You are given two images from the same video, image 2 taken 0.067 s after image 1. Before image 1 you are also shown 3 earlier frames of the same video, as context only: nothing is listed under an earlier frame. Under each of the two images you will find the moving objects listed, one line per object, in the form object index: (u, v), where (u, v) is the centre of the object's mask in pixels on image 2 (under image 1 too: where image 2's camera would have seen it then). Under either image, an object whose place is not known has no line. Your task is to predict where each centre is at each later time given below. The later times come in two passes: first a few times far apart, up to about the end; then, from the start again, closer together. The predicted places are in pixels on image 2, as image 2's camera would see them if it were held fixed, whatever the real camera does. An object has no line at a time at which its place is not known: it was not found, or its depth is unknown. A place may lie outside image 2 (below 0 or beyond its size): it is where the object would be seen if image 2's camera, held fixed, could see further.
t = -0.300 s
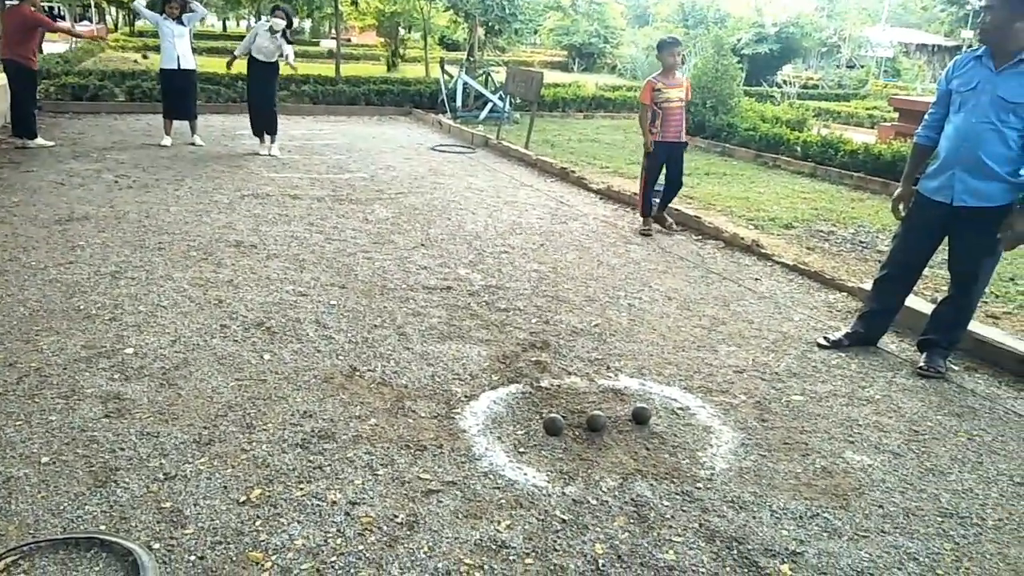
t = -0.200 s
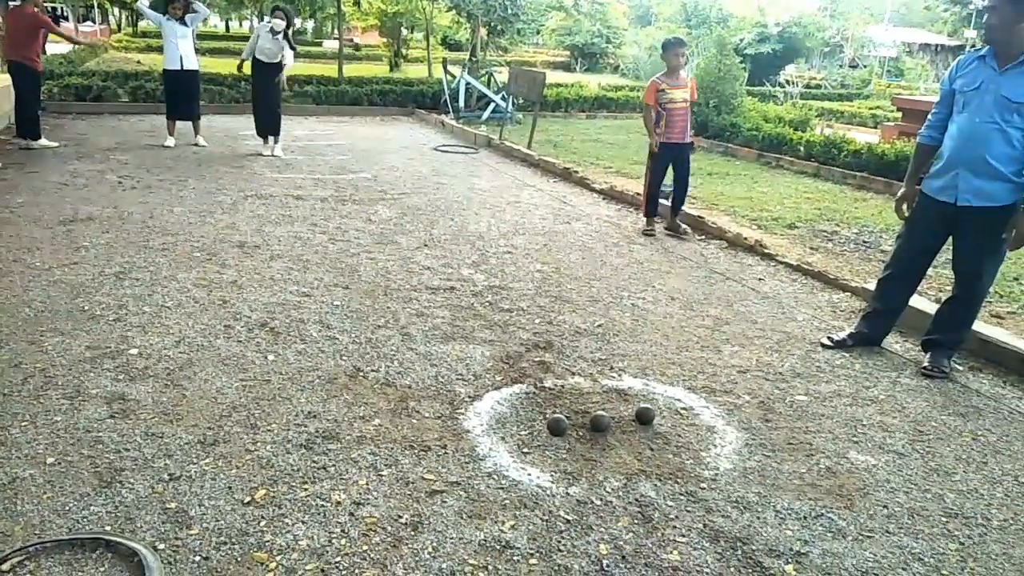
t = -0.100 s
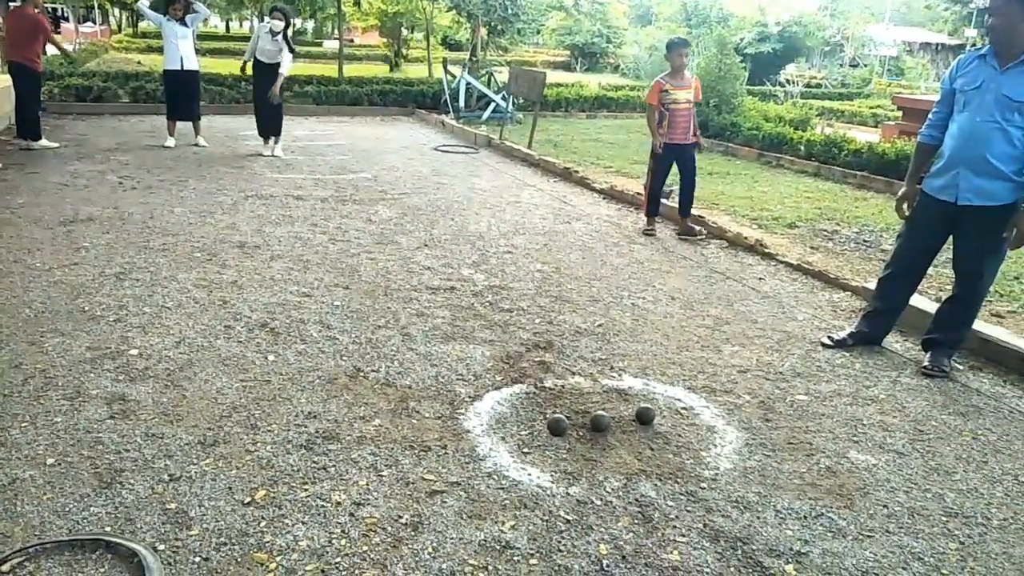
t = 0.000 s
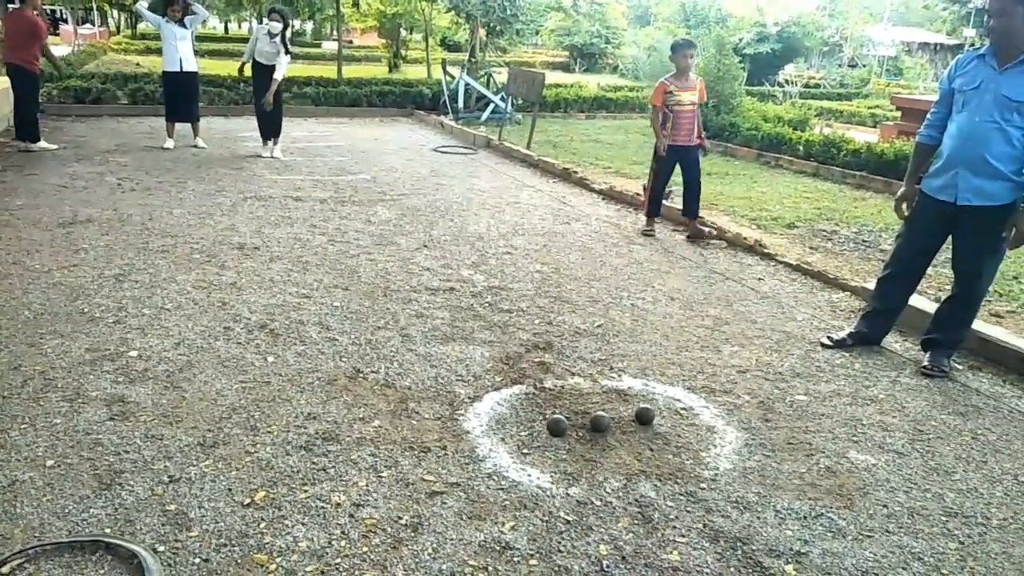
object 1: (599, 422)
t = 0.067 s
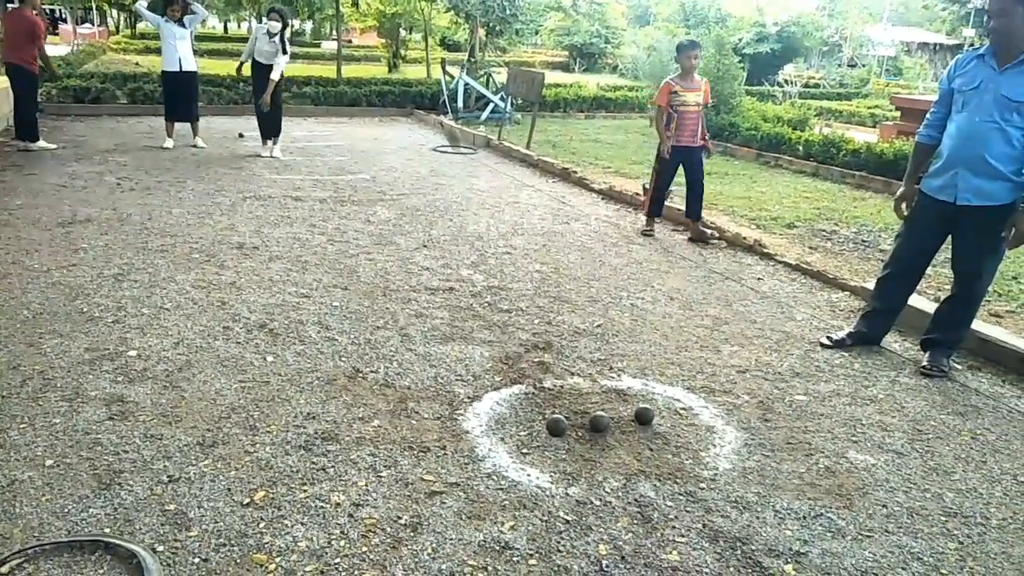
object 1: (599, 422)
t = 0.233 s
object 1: (599, 422)
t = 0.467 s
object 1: (576, 450)
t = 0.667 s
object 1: (570, 478)
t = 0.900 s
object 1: (562, 503)
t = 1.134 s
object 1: (552, 521)
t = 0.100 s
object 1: (599, 422)
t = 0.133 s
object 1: (599, 422)
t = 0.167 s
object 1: (599, 422)
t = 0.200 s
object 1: (599, 422)
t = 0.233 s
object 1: (599, 422)
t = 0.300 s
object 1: (586, 421)
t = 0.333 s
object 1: (585, 427)
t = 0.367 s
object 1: (582, 435)
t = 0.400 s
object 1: (580, 439)
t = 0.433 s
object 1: (577, 443)
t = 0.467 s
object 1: (576, 450)
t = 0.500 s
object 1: (575, 454)
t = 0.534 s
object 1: (574, 458)
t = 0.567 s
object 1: (573, 464)
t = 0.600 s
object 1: (572, 467)
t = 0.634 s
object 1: (571, 472)
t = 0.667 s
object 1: (570, 478)
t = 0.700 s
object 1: (569, 481)
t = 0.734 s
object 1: (567, 484)
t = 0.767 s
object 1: (566, 490)
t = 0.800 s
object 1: (566, 493)
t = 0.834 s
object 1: (565, 497)
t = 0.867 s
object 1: (564, 501)
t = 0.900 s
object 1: (562, 503)
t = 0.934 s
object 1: (561, 506)
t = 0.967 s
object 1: (560, 509)
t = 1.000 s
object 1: (558, 511)
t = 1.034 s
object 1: (556, 513)
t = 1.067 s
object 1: (554, 517)
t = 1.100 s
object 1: (553, 520)
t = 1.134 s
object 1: (552, 521)
